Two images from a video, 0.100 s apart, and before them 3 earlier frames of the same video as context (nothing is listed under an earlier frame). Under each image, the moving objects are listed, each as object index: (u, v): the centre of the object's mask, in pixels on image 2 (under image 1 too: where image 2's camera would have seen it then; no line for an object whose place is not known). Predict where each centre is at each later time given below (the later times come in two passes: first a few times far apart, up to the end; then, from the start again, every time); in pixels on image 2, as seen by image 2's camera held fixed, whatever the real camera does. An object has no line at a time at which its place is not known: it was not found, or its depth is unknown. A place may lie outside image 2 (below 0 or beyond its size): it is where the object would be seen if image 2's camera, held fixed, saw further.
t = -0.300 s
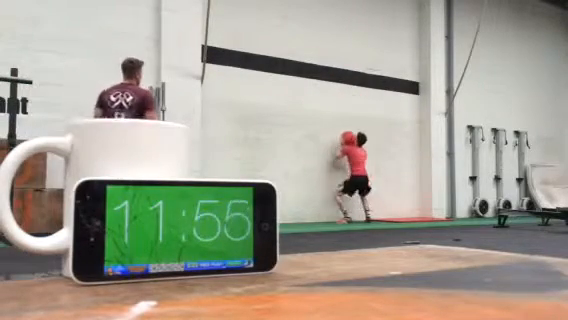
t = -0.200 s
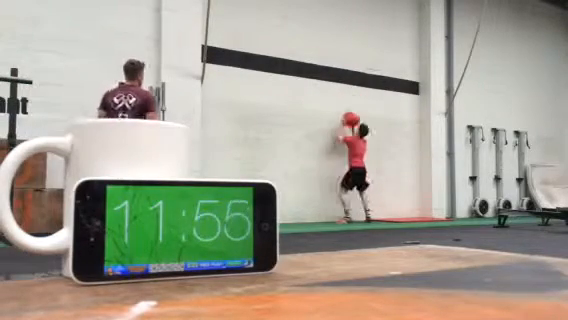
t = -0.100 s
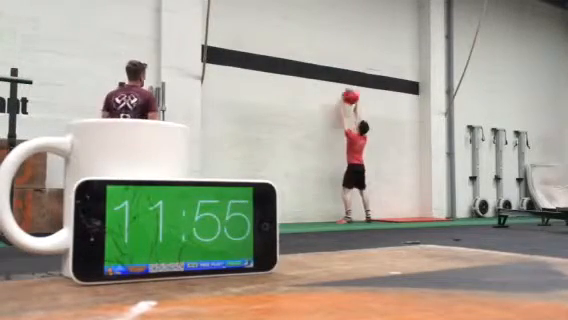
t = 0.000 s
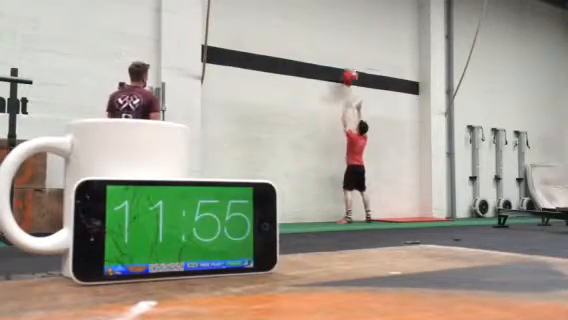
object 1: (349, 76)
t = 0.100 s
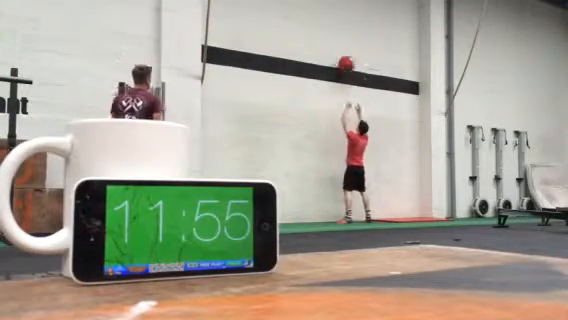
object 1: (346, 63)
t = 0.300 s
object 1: (343, 51)
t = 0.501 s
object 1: (345, 58)
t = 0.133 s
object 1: (345, 60)
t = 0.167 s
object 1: (344, 57)
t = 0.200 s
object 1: (344, 55)
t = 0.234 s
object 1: (343, 53)
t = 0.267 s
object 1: (343, 52)
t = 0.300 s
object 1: (343, 51)
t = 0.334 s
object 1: (343, 51)
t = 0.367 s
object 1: (343, 52)
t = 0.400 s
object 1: (344, 52)
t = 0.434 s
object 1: (344, 54)
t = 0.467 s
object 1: (345, 56)
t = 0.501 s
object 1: (345, 58)
